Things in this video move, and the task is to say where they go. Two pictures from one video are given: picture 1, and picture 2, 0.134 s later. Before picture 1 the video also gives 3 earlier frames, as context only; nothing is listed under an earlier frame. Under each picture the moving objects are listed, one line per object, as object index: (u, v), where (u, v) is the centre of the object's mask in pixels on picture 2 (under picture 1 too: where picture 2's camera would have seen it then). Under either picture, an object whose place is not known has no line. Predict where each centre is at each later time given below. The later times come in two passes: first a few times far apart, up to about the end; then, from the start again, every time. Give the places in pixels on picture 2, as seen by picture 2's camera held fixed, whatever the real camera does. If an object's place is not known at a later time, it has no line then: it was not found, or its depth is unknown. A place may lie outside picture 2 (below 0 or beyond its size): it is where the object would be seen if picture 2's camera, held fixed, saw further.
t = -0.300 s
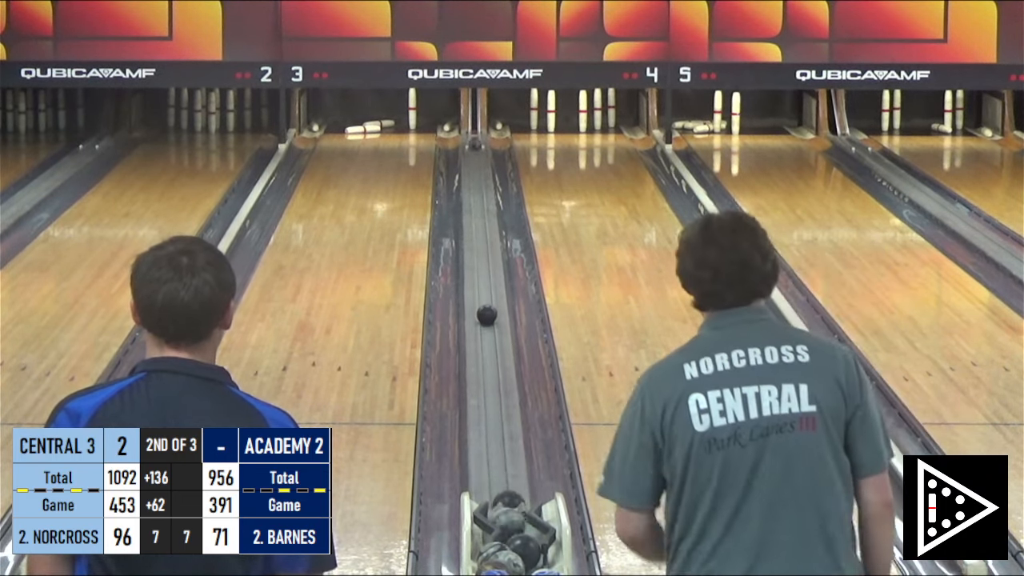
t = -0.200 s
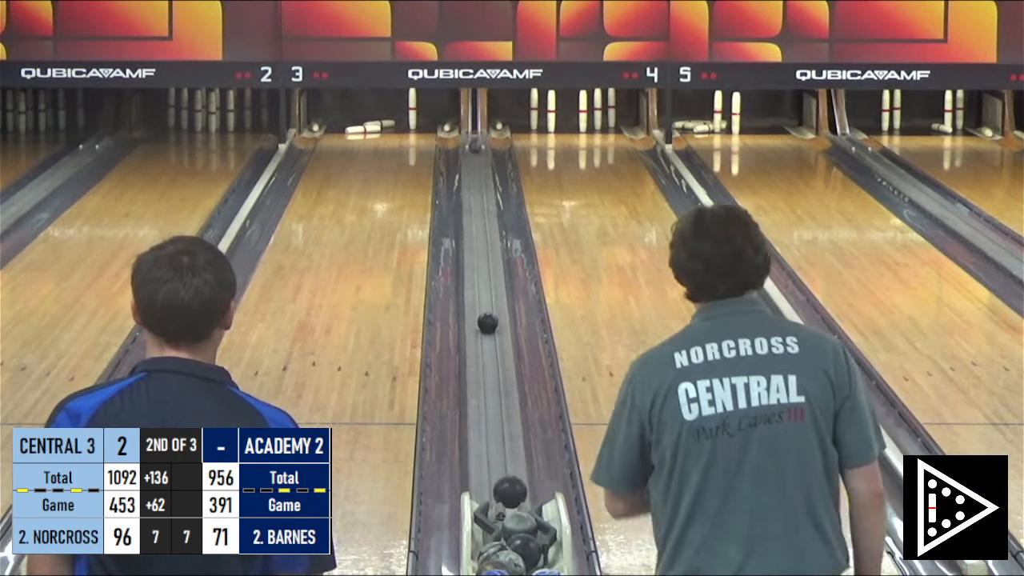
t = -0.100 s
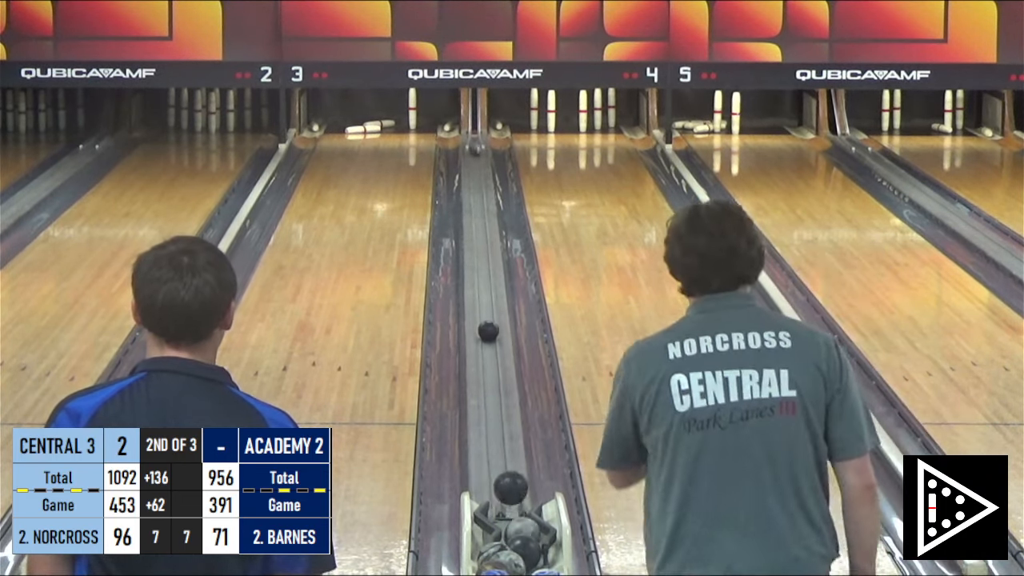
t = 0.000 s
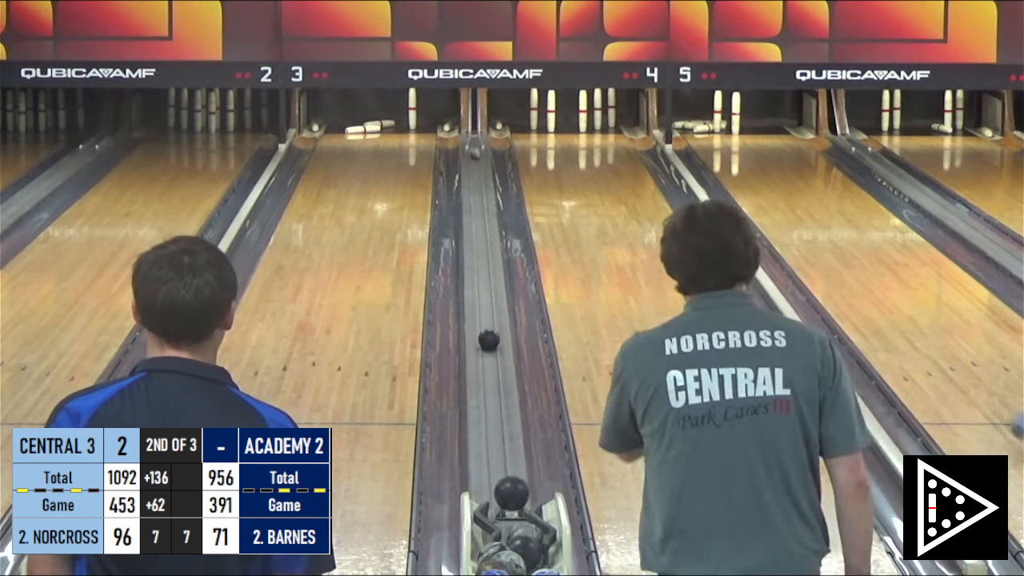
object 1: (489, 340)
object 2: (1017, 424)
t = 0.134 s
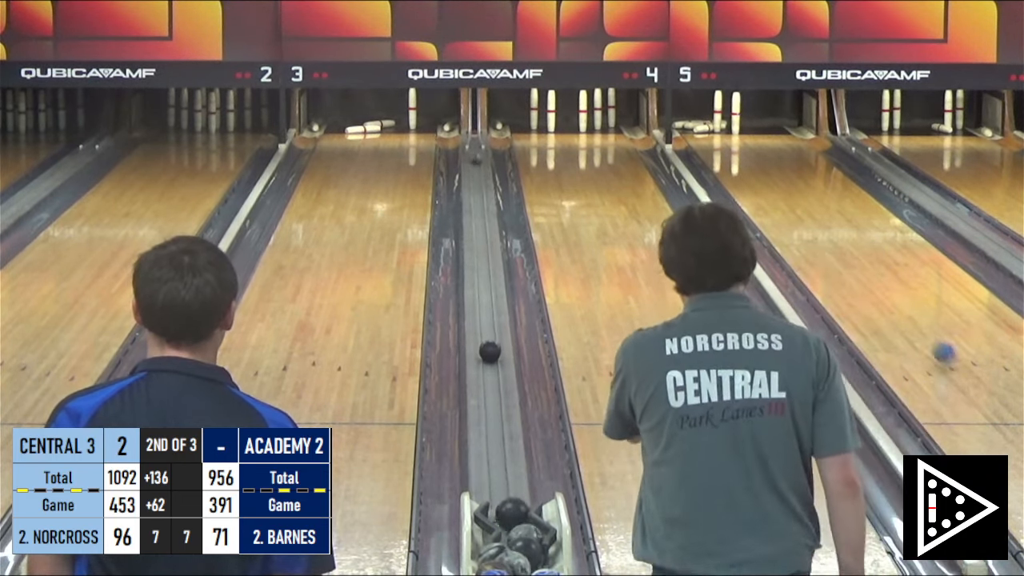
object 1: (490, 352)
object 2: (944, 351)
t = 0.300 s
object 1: (490, 367)
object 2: (873, 281)
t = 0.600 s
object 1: (493, 397)
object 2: (790, 196)
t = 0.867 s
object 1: (495, 427)
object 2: (743, 146)
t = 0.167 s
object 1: (490, 355)
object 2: (928, 337)
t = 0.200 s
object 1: (490, 357)
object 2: (912, 320)
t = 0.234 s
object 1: (490, 361)
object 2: (898, 306)
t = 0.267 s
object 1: (491, 364)
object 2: (886, 294)
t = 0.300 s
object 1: (490, 367)
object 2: (873, 281)
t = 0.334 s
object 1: (491, 370)
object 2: (862, 270)
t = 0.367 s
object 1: (491, 373)
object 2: (851, 260)
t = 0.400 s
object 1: (491, 377)
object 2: (841, 250)
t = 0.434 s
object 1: (492, 380)
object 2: (831, 239)
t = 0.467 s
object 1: (492, 383)
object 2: (822, 230)
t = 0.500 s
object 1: (492, 387)
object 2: (814, 221)
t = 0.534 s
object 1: (492, 390)
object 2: (805, 212)
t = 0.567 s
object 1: (492, 393)
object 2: (798, 204)
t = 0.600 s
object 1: (493, 397)
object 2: (790, 196)
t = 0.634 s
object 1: (493, 401)
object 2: (784, 189)
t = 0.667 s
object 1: (493, 404)
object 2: (777, 182)
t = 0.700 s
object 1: (493, 408)
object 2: (770, 175)
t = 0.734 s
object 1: (494, 411)
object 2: (765, 169)
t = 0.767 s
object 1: (494, 416)
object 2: (759, 163)
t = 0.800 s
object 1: (494, 419)
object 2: (754, 158)
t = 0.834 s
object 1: (495, 423)
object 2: (748, 153)
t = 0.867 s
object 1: (495, 427)
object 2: (743, 146)
